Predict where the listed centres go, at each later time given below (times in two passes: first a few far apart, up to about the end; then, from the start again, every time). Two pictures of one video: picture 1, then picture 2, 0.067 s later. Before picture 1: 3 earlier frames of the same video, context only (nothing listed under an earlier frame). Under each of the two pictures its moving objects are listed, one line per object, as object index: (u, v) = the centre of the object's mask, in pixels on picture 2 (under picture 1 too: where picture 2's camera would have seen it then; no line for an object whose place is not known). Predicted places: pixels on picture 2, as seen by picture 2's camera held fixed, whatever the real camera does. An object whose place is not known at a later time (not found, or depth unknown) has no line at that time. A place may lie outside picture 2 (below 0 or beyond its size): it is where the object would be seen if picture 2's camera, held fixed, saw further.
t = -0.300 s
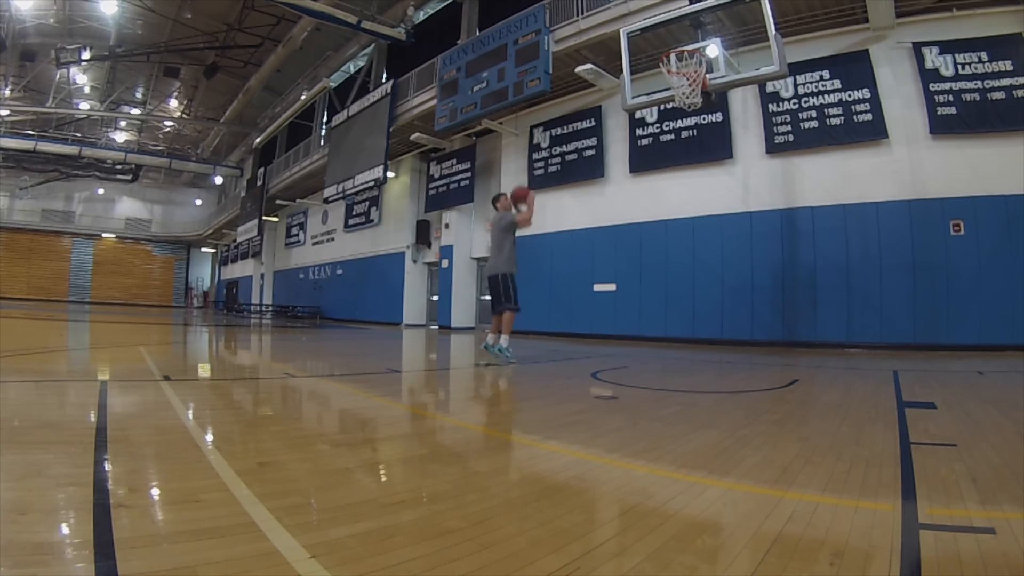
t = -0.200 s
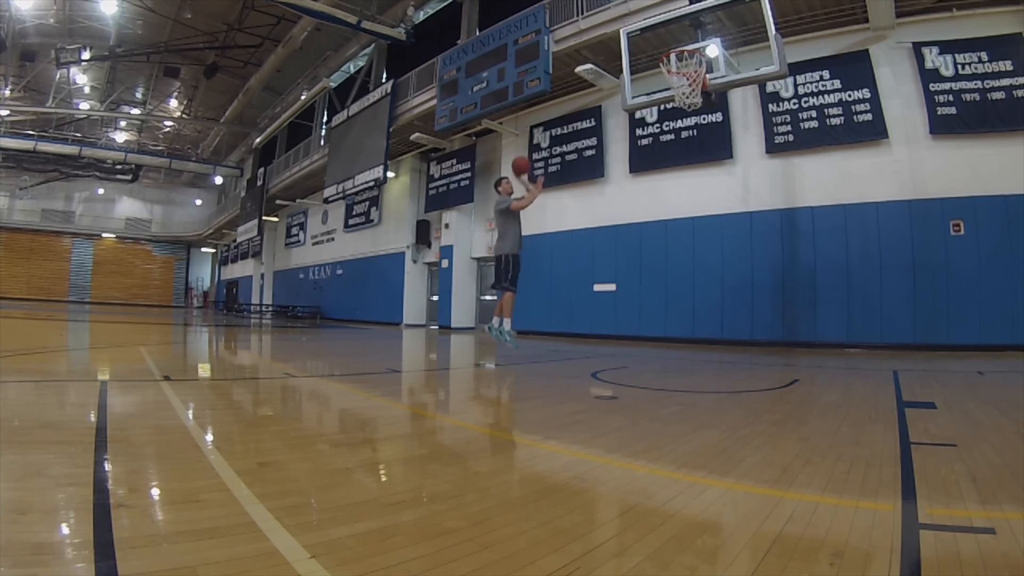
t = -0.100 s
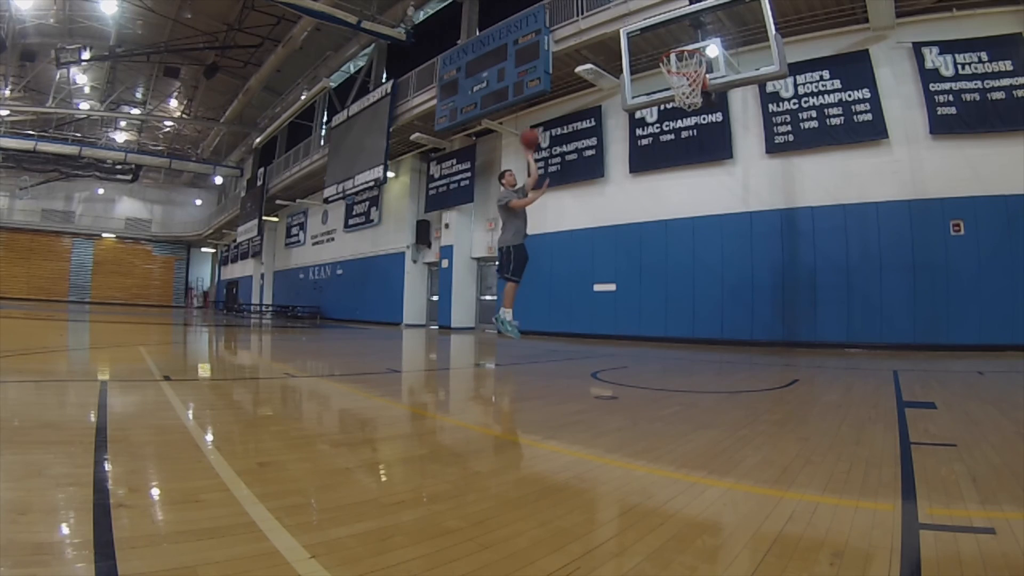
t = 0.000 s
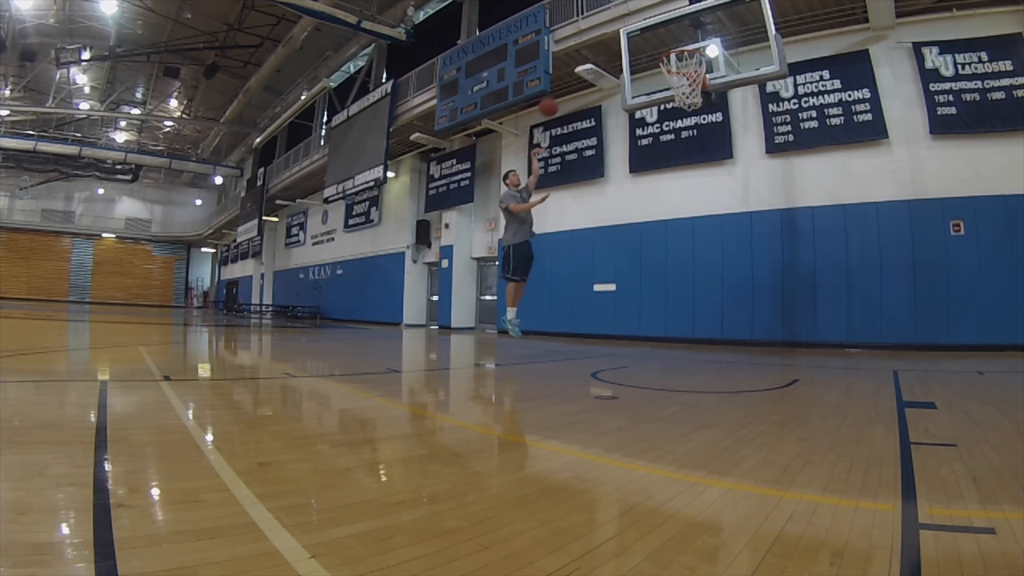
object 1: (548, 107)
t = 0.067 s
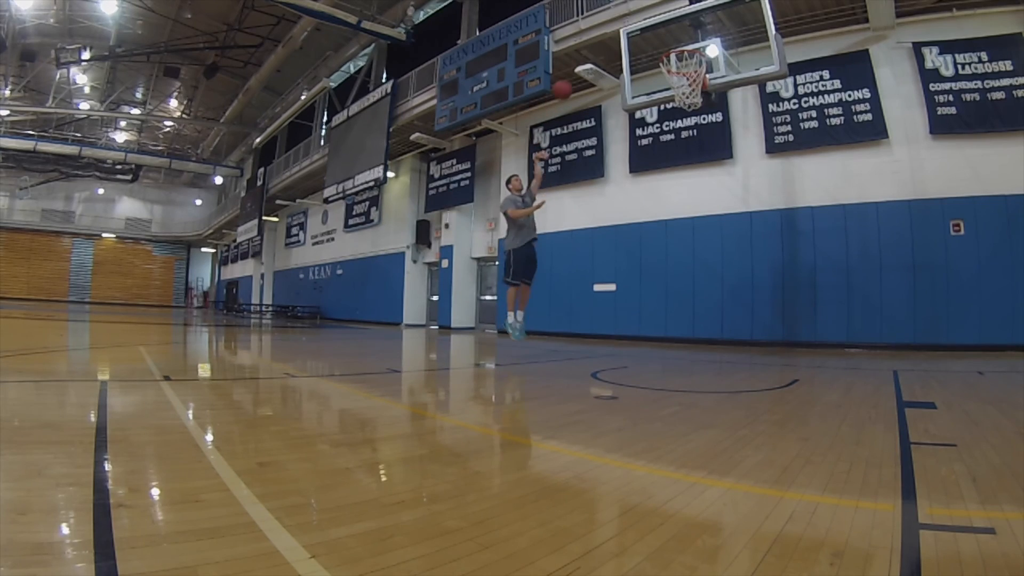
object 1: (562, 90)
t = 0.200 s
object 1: (590, 64)
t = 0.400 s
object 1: (638, 48)
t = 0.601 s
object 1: (692, 61)
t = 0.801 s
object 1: (706, 84)
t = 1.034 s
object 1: (697, 115)
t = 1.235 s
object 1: (692, 193)
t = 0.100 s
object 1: (569, 81)
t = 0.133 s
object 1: (575, 76)
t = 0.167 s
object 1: (582, 70)
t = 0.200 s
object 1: (590, 64)
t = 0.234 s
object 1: (598, 59)
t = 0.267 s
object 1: (604, 56)
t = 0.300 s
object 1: (611, 53)
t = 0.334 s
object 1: (620, 51)
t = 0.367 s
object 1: (628, 49)
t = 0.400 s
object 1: (638, 48)
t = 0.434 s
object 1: (645, 49)
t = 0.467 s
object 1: (653, 49)
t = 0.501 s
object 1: (661, 50)
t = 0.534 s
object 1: (671, 51)
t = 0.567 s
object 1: (684, 57)
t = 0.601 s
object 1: (692, 61)
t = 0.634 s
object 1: (703, 65)
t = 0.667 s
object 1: (703, 74)
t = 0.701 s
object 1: (704, 77)
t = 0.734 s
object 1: (708, 82)
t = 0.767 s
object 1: (706, 82)
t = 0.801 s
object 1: (706, 84)
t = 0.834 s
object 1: (706, 85)
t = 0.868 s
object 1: (704, 88)
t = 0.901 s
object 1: (702, 91)
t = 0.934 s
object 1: (702, 95)
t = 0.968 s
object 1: (700, 101)
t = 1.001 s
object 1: (699, 108)
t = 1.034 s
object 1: (697, 115)
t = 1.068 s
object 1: (697, 127)
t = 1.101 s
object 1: (696, 137)
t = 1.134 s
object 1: (695, 149)
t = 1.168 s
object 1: (694, 160)
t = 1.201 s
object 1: (692, 176)
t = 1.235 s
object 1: (692, 193)
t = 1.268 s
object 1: (690, 210)
